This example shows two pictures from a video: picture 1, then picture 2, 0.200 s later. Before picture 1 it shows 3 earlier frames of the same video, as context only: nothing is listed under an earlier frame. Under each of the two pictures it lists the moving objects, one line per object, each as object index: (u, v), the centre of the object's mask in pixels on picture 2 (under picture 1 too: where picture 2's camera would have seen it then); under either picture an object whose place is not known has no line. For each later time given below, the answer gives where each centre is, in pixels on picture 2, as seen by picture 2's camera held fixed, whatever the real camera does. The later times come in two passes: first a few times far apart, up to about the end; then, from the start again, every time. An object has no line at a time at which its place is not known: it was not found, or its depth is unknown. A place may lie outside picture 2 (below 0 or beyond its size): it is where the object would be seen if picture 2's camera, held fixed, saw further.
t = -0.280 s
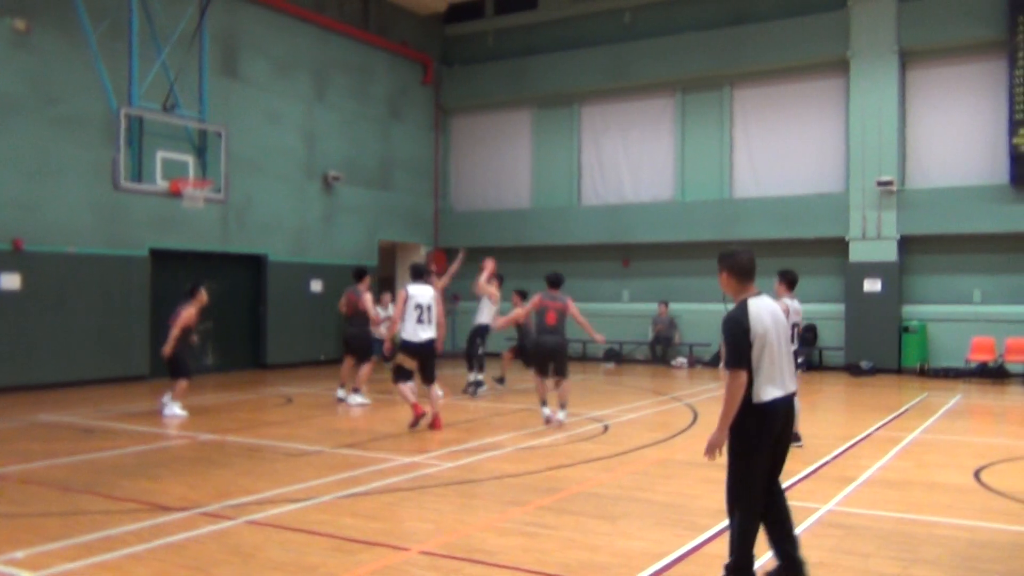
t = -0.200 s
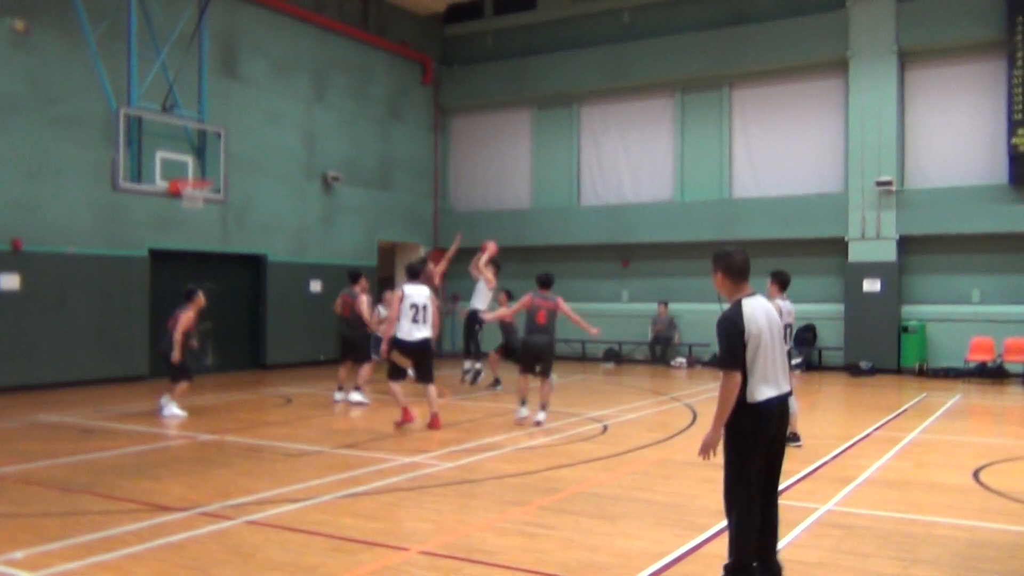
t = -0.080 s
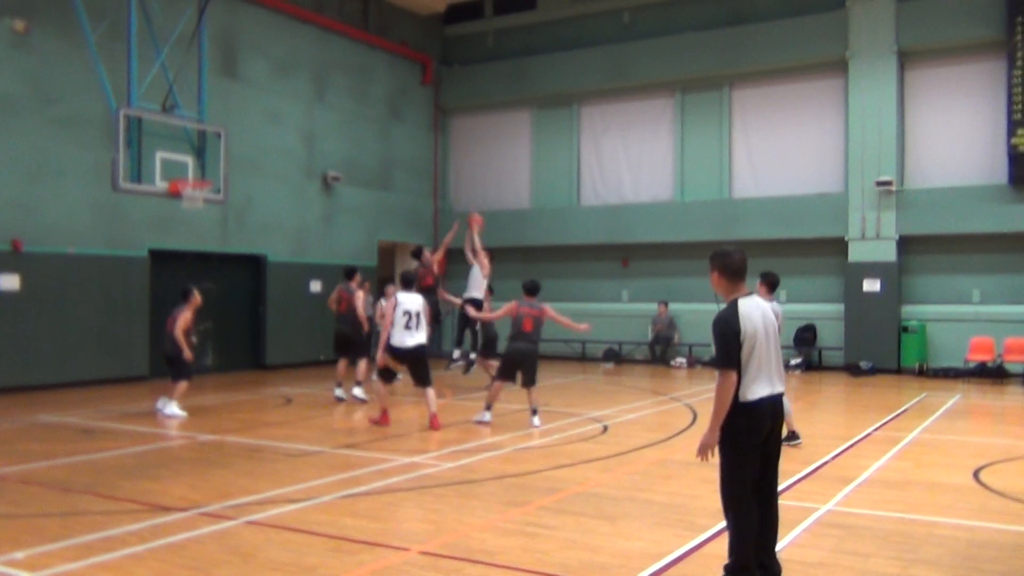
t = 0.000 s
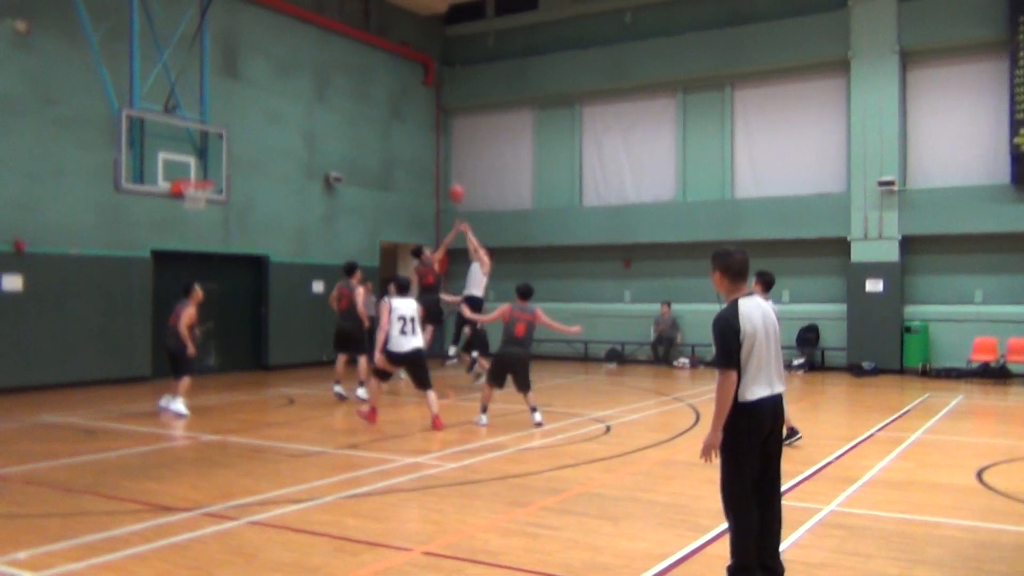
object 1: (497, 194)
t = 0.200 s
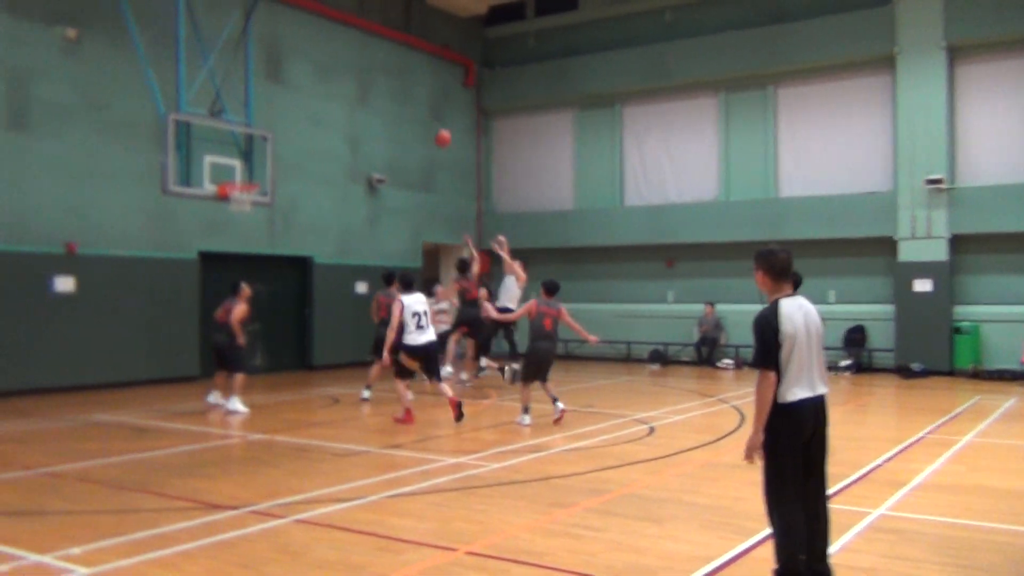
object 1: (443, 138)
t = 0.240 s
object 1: (432, 130)
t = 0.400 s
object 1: (387, 108)
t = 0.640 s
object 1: (318, 106)
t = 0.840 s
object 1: (260, 134)
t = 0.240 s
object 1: (432, 130)
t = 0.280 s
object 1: (420, 123)
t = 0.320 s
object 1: (409, 117)
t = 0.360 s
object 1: (398, 112)
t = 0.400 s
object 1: (387, 108)
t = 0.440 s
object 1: (376, 105)
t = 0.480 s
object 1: (364, 103)
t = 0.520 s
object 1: (353, 102)
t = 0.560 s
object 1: (341, 102)
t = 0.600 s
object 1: (329, 103)
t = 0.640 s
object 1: (318, 106)
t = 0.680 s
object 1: (306, 109)
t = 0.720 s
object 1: (295, 114)
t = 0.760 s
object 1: (283, 120)
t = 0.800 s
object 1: (272, 126)
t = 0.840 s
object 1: (260, 134)
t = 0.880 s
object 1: (248, 143)
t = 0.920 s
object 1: (237, 153)
